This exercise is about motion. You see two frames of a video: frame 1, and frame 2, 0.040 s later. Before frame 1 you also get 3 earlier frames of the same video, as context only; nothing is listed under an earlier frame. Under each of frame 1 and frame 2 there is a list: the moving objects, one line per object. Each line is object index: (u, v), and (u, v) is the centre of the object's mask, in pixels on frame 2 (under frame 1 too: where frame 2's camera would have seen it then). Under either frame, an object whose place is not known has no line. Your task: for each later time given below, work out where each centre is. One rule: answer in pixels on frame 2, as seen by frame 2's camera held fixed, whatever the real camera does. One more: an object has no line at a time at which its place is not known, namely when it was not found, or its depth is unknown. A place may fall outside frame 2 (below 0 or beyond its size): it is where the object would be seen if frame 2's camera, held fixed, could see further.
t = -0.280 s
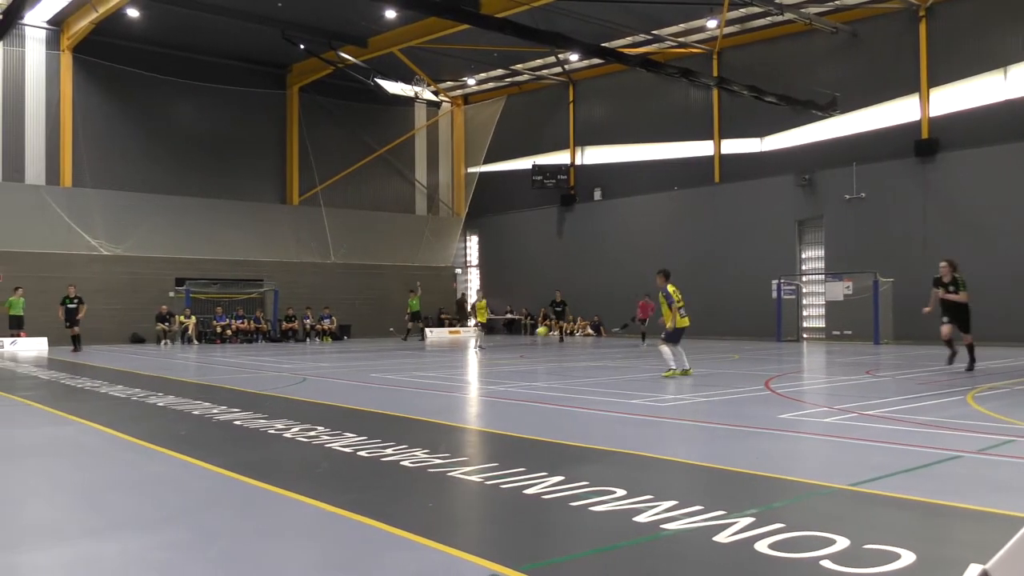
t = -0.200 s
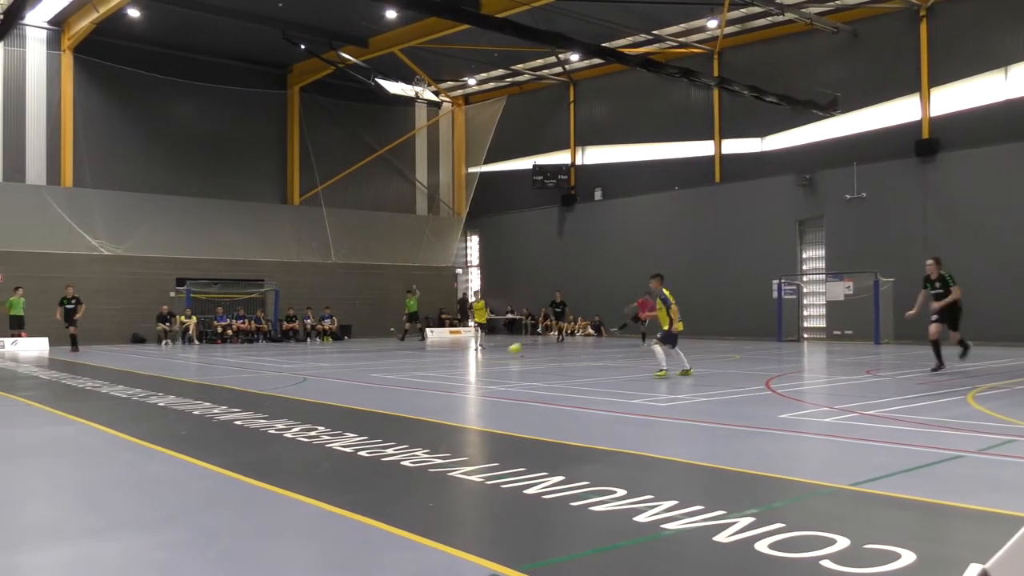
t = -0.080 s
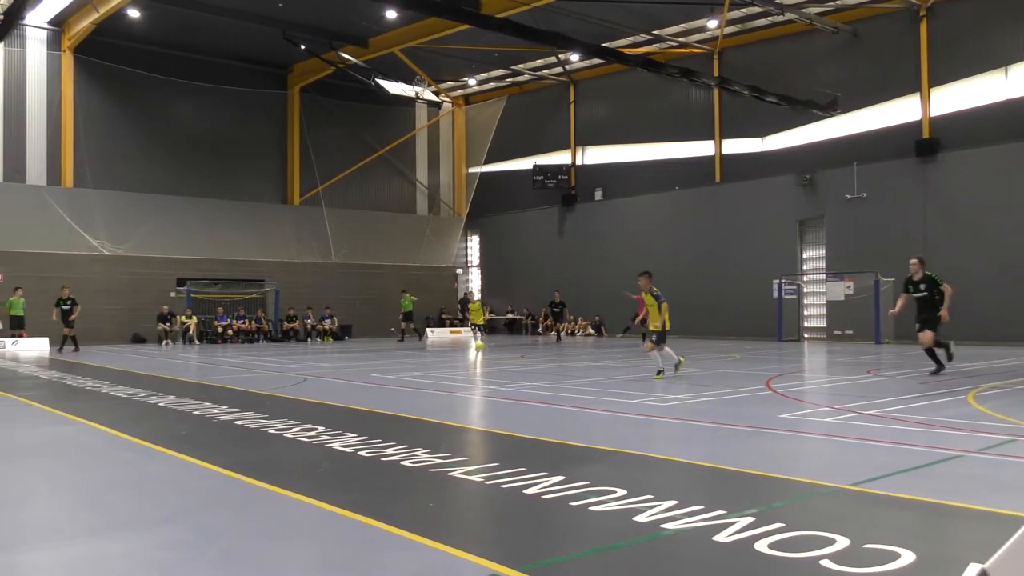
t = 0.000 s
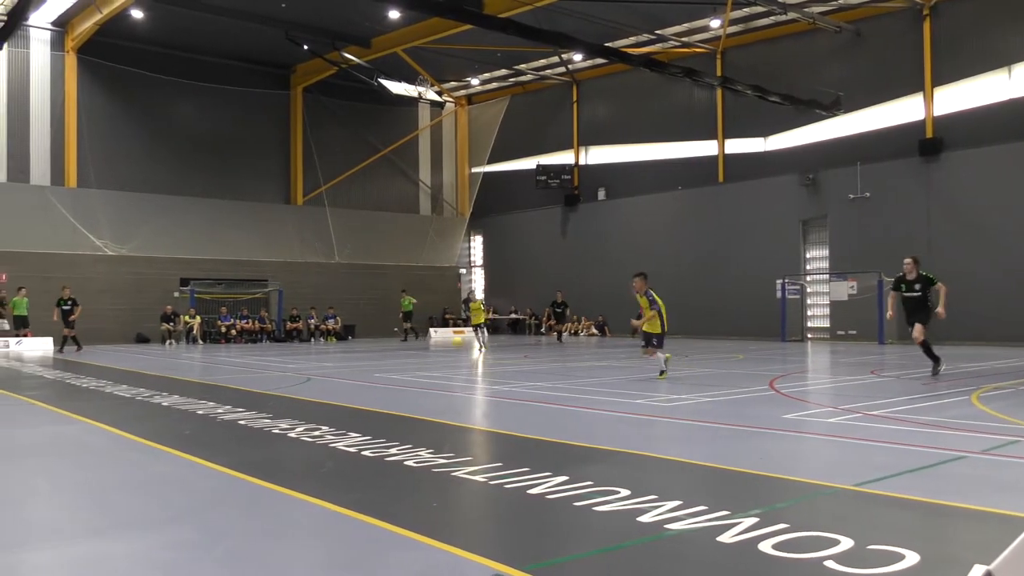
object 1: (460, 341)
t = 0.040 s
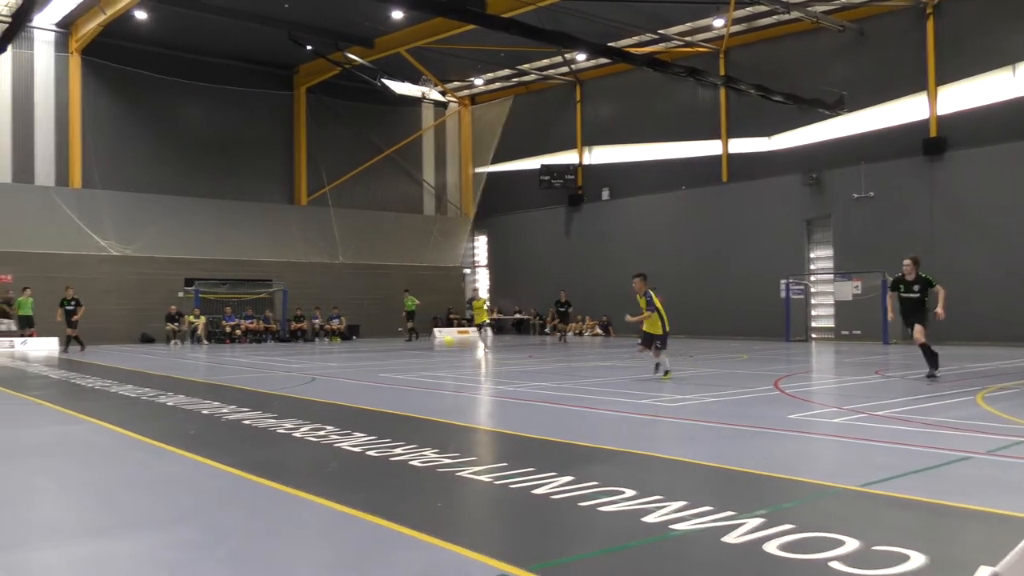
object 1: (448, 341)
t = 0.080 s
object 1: (441, 342)
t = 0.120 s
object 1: (431, 343)
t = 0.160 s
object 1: (415, 344)
